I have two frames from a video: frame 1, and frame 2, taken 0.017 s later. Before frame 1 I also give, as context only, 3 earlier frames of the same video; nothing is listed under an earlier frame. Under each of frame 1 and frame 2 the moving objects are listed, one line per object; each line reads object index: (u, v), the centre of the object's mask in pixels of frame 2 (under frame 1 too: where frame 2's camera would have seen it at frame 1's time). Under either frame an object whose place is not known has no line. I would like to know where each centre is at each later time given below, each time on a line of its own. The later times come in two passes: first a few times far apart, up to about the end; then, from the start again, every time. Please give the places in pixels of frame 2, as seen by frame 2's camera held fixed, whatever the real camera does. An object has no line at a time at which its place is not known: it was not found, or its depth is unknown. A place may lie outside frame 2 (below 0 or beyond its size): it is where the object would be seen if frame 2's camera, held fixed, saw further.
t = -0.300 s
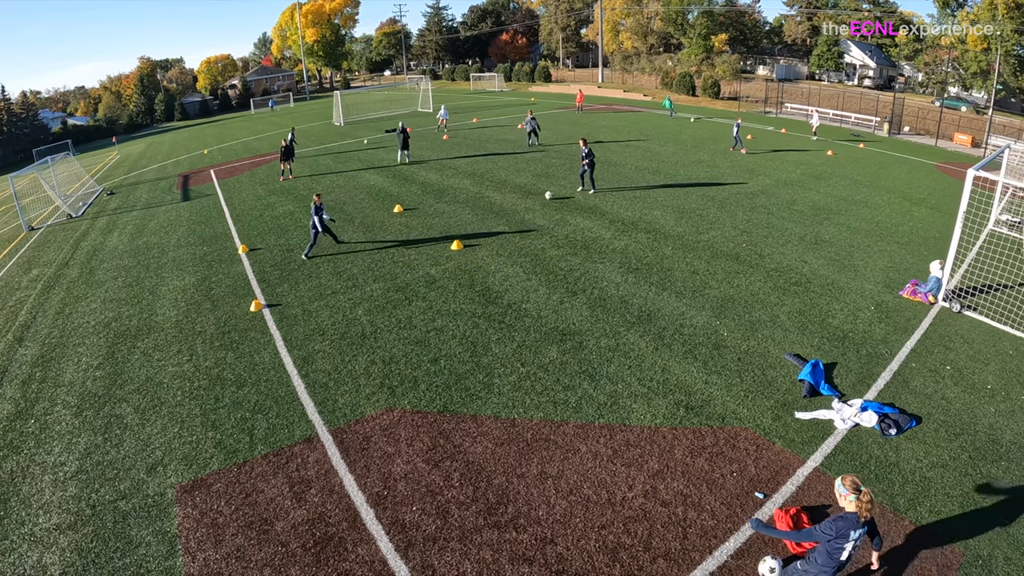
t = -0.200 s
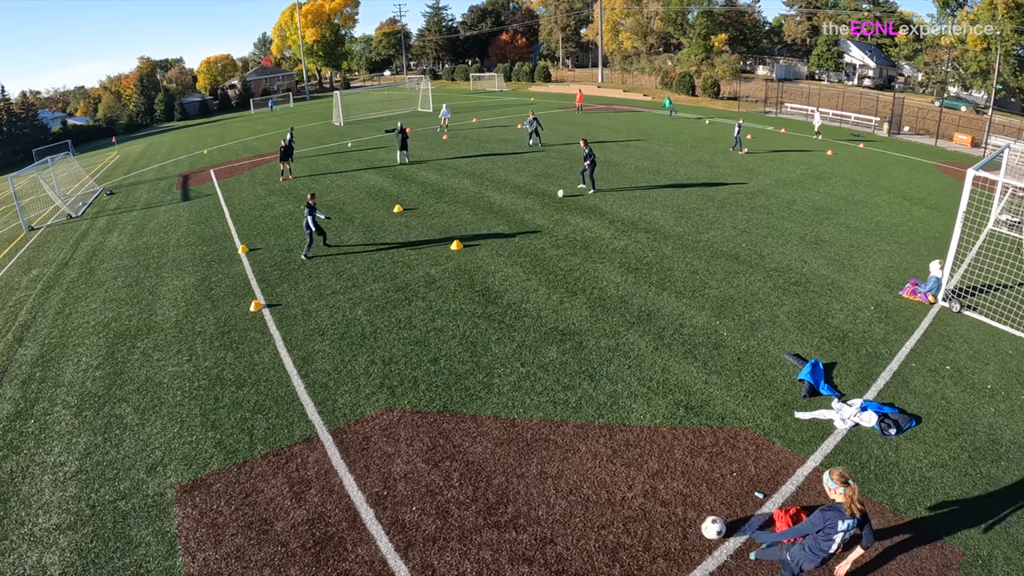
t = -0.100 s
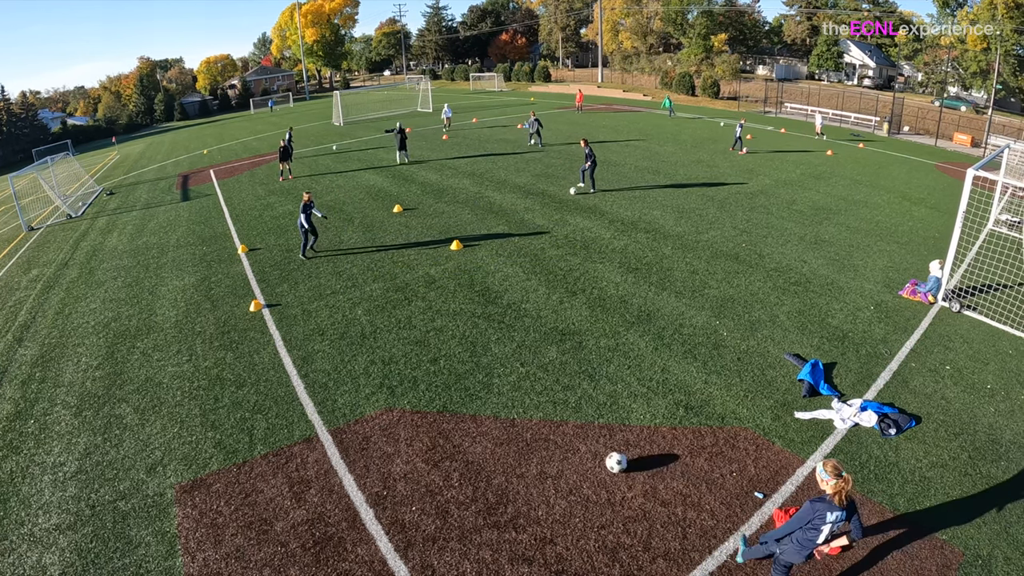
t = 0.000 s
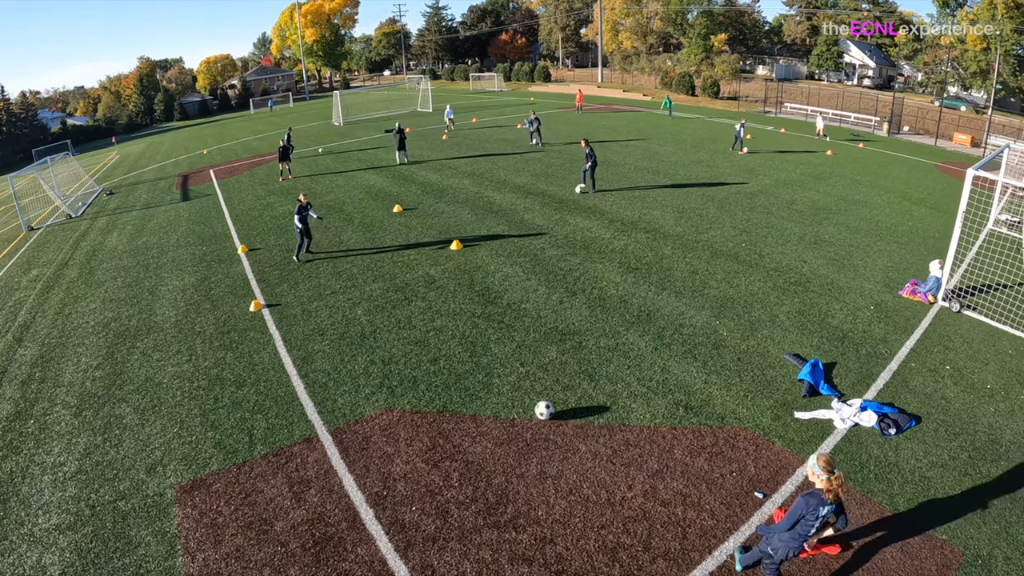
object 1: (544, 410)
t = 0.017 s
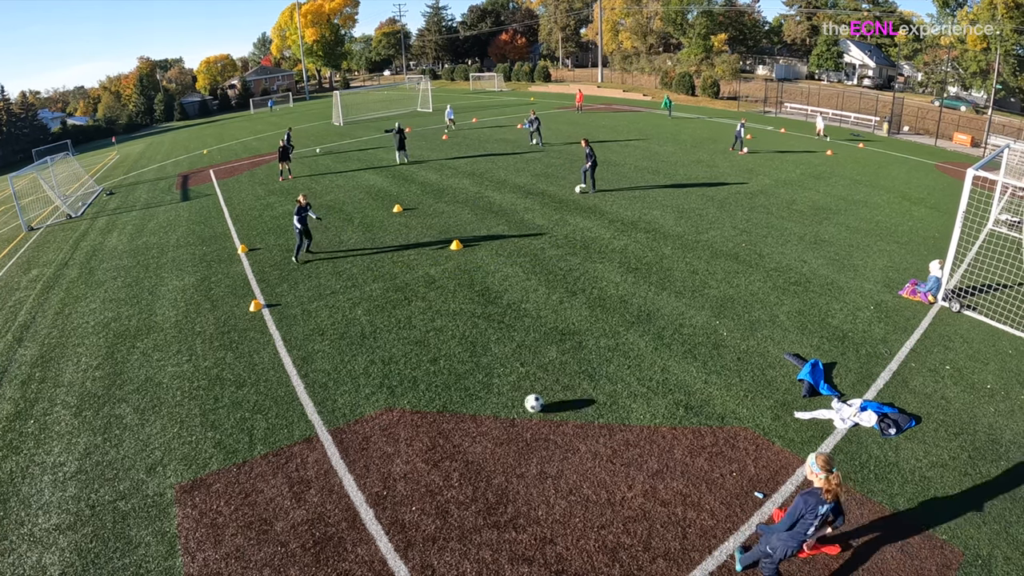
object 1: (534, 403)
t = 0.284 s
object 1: (421, 320)
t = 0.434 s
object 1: (384, 293)
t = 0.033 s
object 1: (524, 396)
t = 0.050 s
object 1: (515, 389)
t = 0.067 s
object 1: (506, 383)
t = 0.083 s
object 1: (497, 376)
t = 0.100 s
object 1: (490, 370)
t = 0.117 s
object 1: (482, 364)
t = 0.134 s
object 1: (475, 359)
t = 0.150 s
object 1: (467, 354)
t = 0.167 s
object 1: (461, 350)
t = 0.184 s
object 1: (454, 345)
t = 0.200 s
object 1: (448, 341)
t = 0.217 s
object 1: (442, 336)
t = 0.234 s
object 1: (436, 332)
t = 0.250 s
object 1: (431, 327)
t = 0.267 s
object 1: (426, 323)
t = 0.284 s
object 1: (421, 320)
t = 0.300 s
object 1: (416, 316)
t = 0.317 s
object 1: (411, 313)
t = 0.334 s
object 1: (407, 310)
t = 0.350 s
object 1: (402, 308)
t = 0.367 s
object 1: (398, 305)
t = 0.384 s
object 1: (395, 301)
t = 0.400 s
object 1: (390, 298)
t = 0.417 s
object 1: (387, 295)
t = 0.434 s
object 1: (384, 293)
